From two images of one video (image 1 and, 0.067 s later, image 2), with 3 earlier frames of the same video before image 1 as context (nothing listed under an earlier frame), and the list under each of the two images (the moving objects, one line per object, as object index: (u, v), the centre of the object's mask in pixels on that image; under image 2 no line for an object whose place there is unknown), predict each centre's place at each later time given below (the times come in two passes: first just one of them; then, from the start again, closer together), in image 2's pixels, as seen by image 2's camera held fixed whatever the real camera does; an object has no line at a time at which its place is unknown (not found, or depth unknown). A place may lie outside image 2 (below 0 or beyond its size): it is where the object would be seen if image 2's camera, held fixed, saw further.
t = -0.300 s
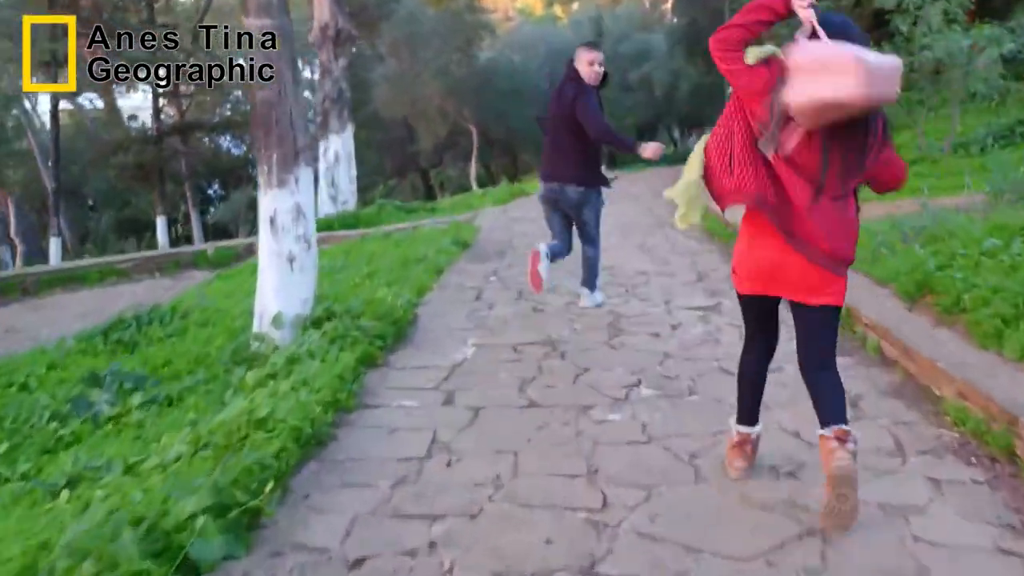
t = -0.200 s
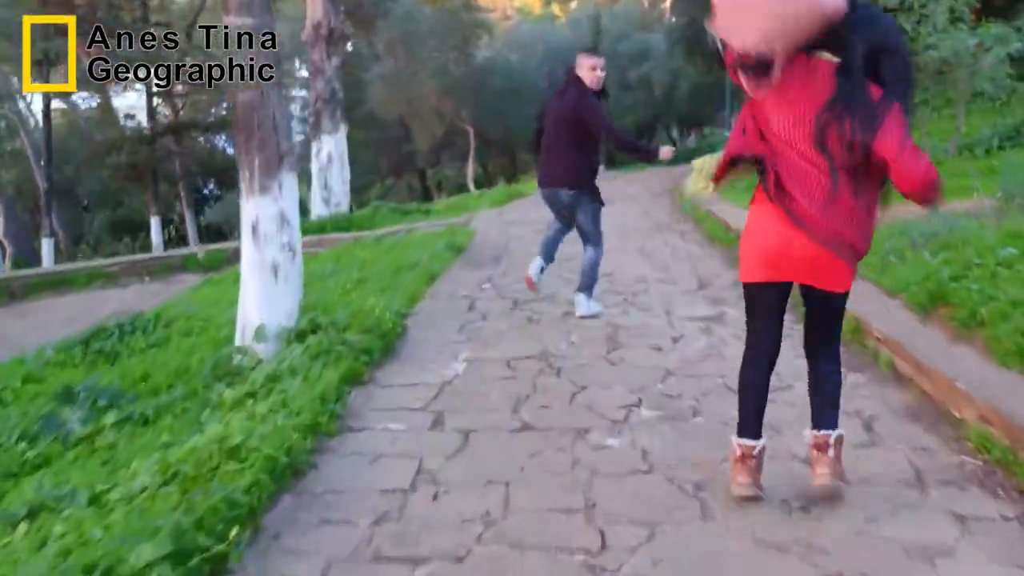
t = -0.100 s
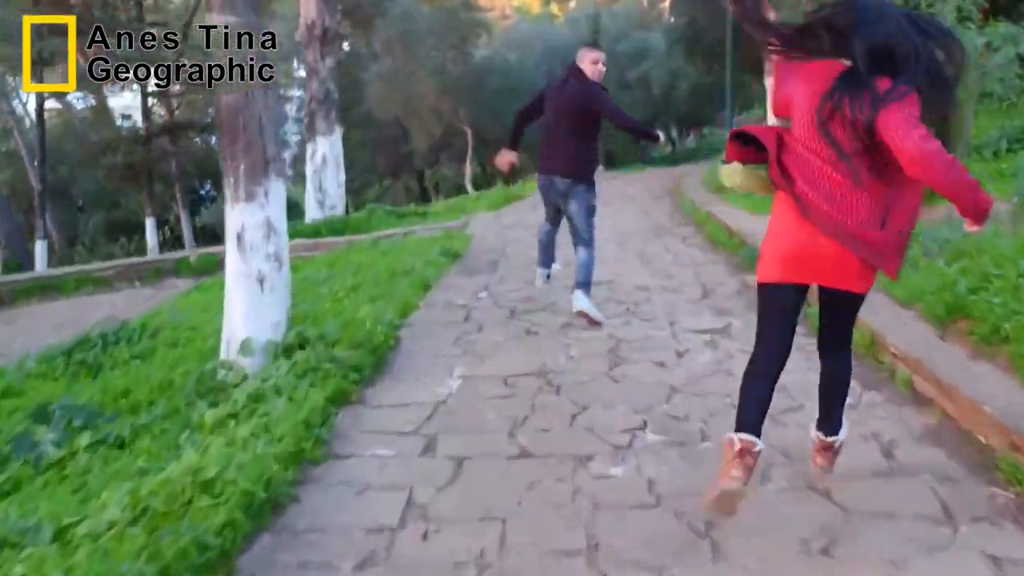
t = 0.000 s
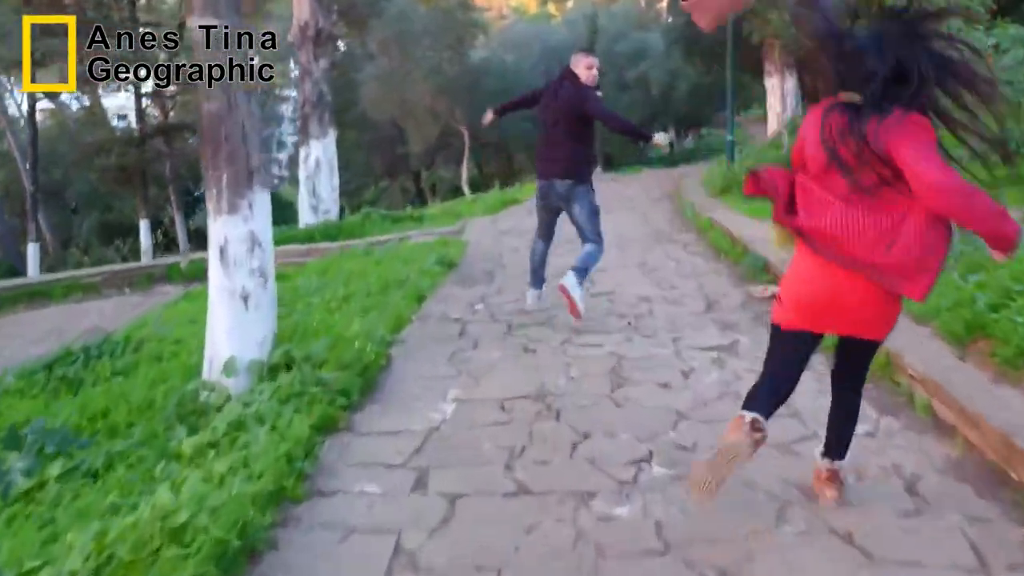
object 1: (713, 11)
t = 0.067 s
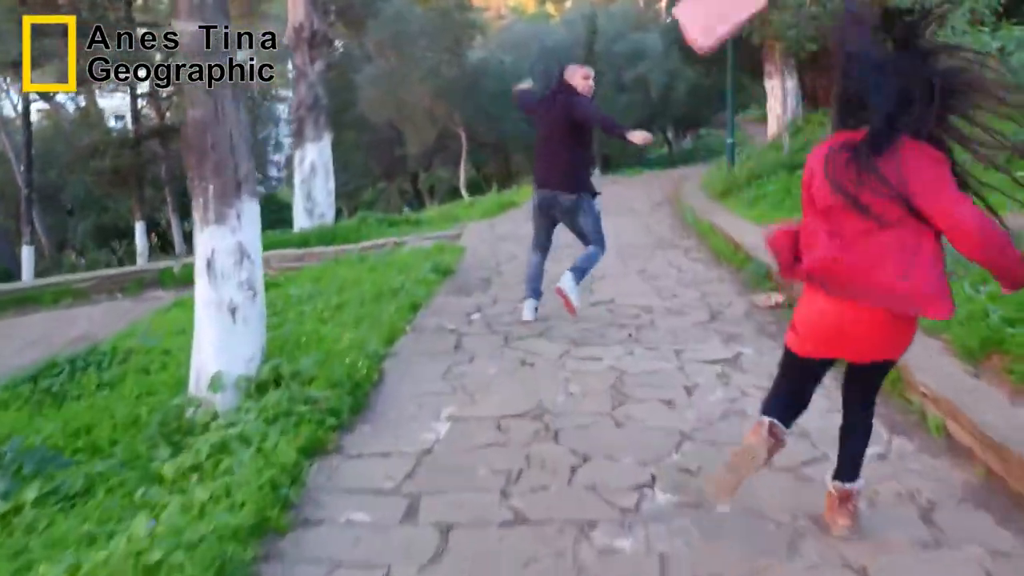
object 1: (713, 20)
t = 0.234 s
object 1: (702, 77)
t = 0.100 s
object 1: (713, 25)
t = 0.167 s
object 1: (708, 55)
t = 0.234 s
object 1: (702, 77)
